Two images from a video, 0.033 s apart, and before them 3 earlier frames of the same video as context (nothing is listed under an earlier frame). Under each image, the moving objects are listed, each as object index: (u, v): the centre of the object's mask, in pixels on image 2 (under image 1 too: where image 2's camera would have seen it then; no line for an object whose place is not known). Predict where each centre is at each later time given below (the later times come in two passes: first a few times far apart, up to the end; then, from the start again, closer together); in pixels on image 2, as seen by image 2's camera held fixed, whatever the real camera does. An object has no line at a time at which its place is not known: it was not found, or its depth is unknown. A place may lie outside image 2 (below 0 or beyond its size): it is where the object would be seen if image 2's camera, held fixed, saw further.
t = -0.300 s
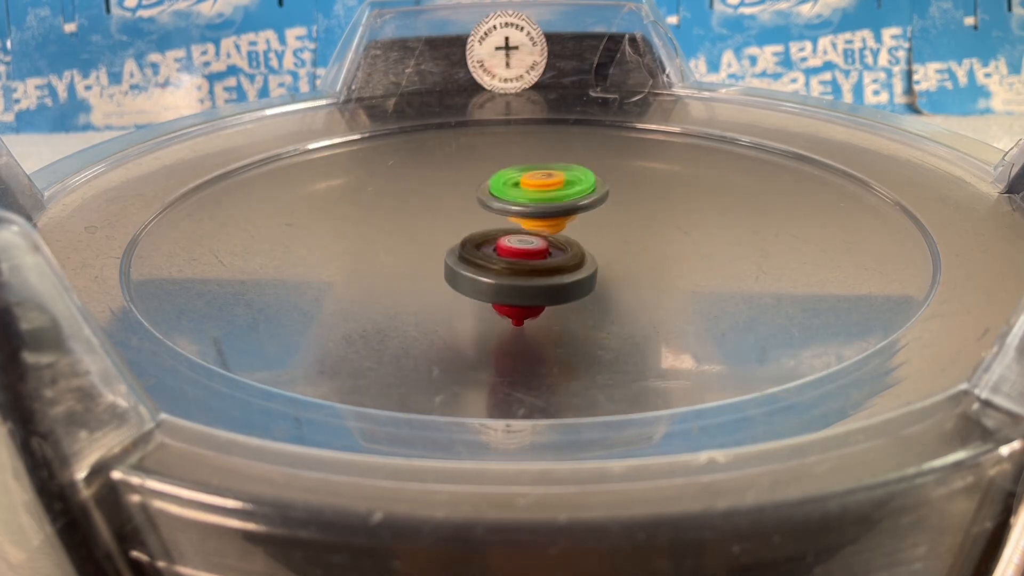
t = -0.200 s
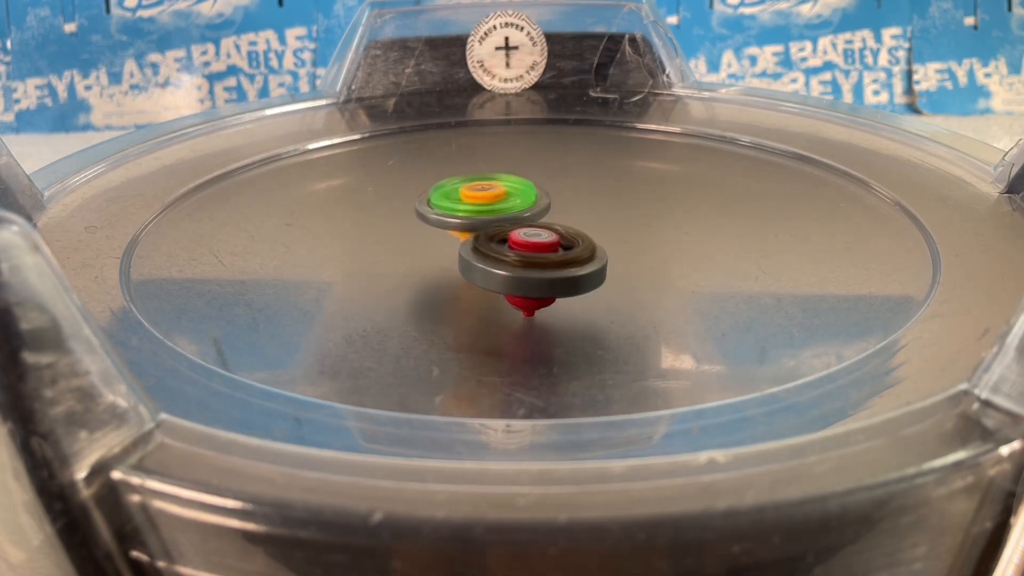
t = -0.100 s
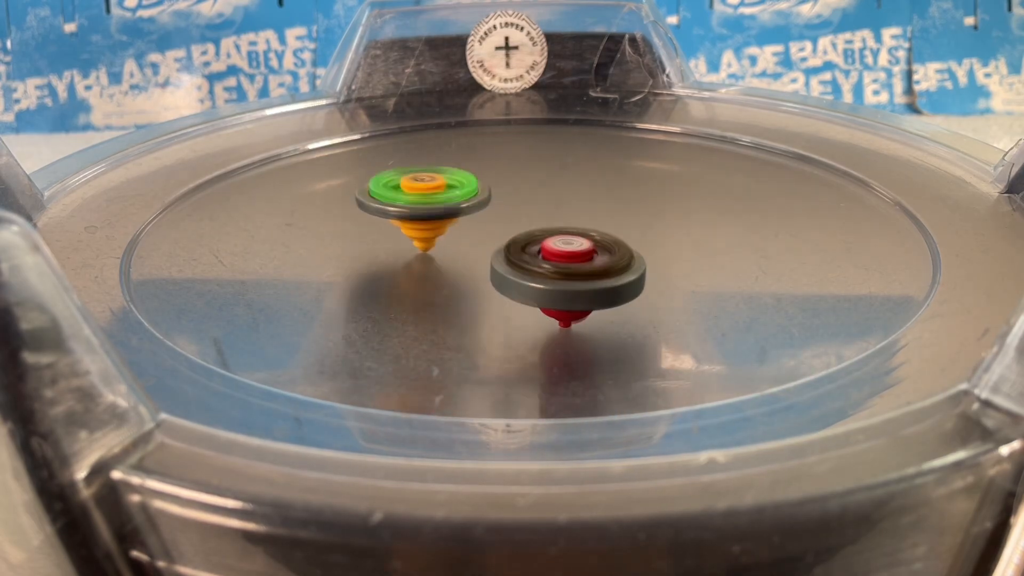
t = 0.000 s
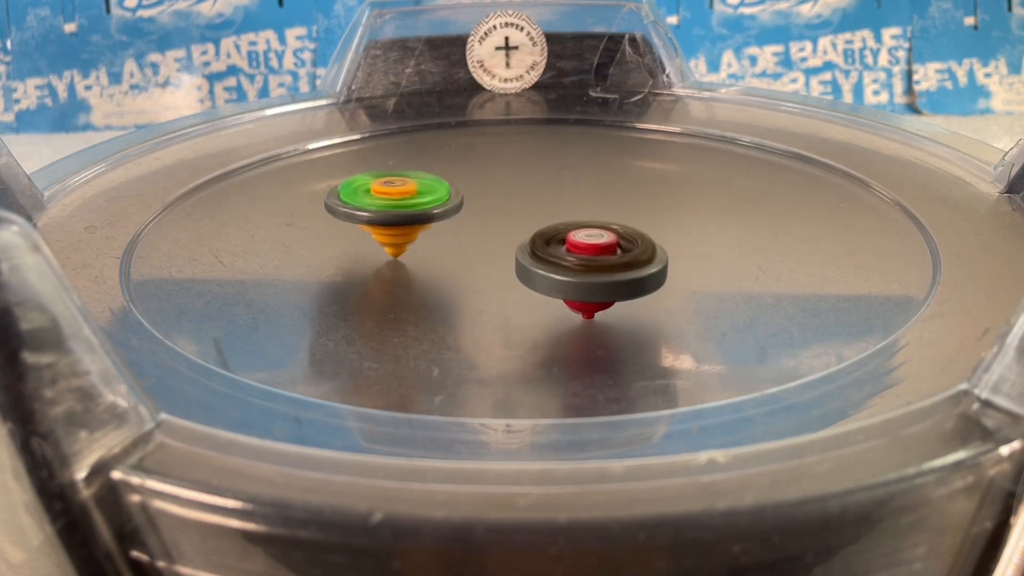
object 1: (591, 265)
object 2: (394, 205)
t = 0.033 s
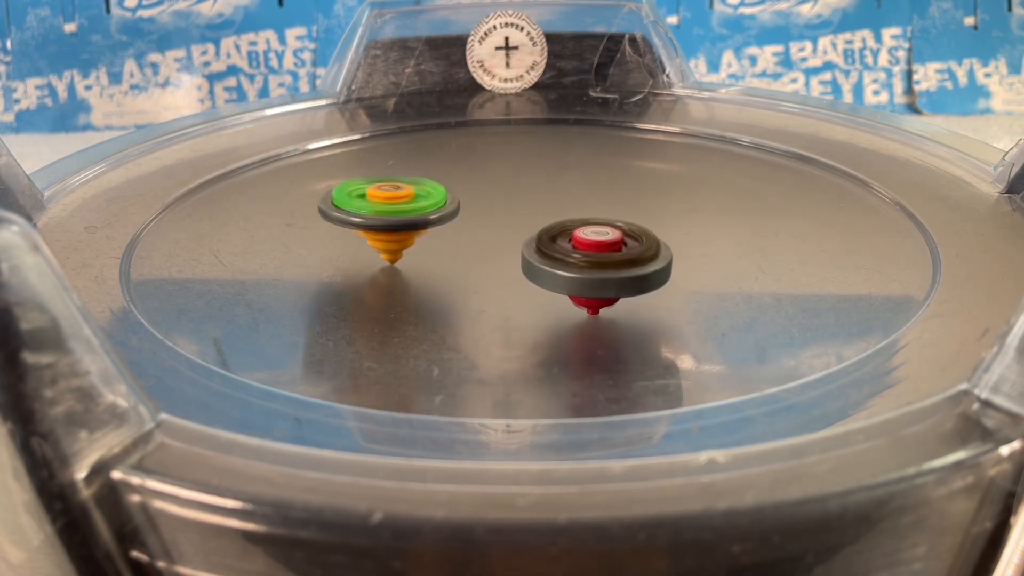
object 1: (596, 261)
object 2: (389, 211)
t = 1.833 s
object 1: (649, 137)
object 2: (512, 234)
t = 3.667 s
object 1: (714, 247)
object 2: (429, 231)
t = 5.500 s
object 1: (420, 242)
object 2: (562, 215)
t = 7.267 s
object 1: (652, 246)
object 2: (512, 228)
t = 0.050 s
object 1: (599, 259)
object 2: (388, 213)
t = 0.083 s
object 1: (603, 255)
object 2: (387, 219)
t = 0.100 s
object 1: (605, 253)
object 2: (388, 222)
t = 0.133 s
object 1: (607, 249)
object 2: (391, 230)
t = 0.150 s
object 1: (608, 247)
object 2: (393, 234)
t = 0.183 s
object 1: (609, 243)
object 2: (400, 241)
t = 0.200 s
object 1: (609, 241)
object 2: (406, 245)
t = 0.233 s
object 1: (608, 238)
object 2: (417, 252)
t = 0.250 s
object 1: (608, 236)
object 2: (425, 254)
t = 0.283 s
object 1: (606, 232)
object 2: (442, 258)
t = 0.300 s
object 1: (606, 230)
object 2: (450, 259)
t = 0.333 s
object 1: (603, 227)
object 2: (468, 261)
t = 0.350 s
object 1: (603, 225)
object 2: (477, 260)
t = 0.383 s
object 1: (602, 221)
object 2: (496, 260)
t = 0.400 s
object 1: (601, 218)
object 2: (504, 260)
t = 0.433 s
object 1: (600, 212)
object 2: (519, 257)
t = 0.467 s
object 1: (610, 199)
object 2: (502, 266)
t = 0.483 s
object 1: (620, 189)
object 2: (491, 272)
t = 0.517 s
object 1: (636, 168)
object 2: (469, 281)
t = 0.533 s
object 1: (639, 159)
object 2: (460, 283)
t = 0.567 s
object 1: (641, 144)
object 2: (448, 290)
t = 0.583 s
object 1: (639, 136)
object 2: (443, 293)
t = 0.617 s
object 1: (628, 124)
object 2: (441, 295)
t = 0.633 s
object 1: (622, 120)
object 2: (442, 296)
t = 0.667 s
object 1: (602, 113)
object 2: (451, 297)
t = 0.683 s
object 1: (591, 109)
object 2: (457, 297)
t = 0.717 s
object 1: (566, 105)
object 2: (472, 296)
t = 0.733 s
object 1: (552, 103)
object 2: (483, 294)
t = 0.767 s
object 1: (518, 101)
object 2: (504, 291)
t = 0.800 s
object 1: (485, 100)
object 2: (527, 288)
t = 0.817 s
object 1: (467, 101)
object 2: (539, 285)
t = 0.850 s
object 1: (434, 104)
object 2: (562, 279)
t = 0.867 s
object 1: (418, 107)
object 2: (572, 276)
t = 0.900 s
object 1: (388, 115)
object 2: (588, 270)
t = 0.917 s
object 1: (375, 120)
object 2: (593, 266)
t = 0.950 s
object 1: (351, 131)
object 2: (600, 259)
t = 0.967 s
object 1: (340, 138)
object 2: (602, 255)
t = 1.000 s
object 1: (322, 153)
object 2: (603, 250)
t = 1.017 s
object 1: (315, 162)
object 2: (602, 247)
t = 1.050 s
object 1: (307, 182)
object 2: (598, 241)
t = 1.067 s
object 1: (307, 191)
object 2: (595, 239)
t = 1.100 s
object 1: (315, 213)
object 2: (586, 235)
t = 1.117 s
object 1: (323, 224)
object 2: (580, 233)
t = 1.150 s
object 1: (349, 245)
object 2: (565, 228)
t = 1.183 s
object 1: (386, 263)
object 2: (550, 224)
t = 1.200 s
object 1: (409, 271)
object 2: (543, 223)
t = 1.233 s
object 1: (462, 284)
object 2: (529, 217)
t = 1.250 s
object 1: (492, 288)
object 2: (520, 214)
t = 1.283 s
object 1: (555, 292)
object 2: (502, 217)
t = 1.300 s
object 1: (588, 291)
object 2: (495, 221)
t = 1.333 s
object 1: (654, 286)
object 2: (481, 222)
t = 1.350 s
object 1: (685, 281)
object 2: (474, 224)
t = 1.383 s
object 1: (743, 268)
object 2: (460, 226)
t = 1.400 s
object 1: (770, 260)
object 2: (456, 226)
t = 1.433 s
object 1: (814, 242)
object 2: (451, 228)
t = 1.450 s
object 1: (833, 231)
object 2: (451, 230)
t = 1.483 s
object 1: (860, 210)
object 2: (451, 232)
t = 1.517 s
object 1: (875, 189)
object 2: (454, 234)
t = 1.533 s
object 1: (879, 178)
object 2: (457, 235)
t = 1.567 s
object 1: (876, 159)
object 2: (464, 236)
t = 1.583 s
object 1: (871, 151)
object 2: (467, 236)
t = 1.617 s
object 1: (847, 138)
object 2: (474, 237)
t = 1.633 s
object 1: (830, 134)
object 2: (477, 237)
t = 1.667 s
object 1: (798, 129)
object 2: (484, 237)
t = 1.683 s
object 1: (781, 127)
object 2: (487, 237)
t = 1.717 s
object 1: (749, 125)
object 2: (493, 237)
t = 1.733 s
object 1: (734, 126)
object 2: (495, 236)
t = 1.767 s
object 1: (704, 128)
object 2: (501, 235)
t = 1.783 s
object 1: (690, 129)
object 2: (504, 235)
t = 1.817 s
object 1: (662, 133)
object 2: (509, 234)
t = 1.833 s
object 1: (649, 137)
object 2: (512, 234)
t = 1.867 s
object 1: (625, 144)
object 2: (516, 233)
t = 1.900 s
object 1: (603, 150)
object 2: (521, 231)
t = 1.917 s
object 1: (592, 153)
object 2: (523, 231)
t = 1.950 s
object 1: (573, 160)
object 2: (528, 229)
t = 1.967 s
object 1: (565, 162)
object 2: (530, 229)
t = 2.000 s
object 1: (549, 167)
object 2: (533, 228)
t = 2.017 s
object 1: (542, 168)
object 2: (535, 227)
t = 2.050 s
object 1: (526, 172)
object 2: (537, 228)
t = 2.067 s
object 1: (518, 173)
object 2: (539, 231)
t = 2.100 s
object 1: (503, 177)
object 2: (539, 238)
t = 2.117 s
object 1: (495, 180)
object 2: (539, 241)
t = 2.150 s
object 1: (480, 186)
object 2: (541, 245)
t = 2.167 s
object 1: (472, 189)
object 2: (543, 245)
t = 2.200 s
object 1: (458, 199)
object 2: (550, 245)
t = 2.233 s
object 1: (446, 208)
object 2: (557, 244)
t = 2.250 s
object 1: (441, 212)
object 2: (562, 243)
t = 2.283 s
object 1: (432, 222)
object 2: (572, 240)
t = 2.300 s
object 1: (429, 227)
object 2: (577, 238)
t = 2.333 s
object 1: (425, 237)
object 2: (585, 233)
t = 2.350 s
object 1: (424, 242)
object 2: (588, 230)
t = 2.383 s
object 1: (425, 251)
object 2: (591, 225)
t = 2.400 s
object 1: (427, 256)
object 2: (590, 224)
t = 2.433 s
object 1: (434, 264)
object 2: (586, 220)
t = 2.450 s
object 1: (438, 268)
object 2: (584, 218)
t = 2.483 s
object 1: (449, 275)
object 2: (578, 217)
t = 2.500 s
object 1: (455, 277)
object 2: (575, 216)
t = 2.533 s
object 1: (468, 282)
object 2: (569, 216)
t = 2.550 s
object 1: (474, 284)
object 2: (566, 216)
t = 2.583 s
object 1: (484, 286)
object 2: (559, 215)
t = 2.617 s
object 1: (496, 289)
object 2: (553, 214)
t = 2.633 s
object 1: (502, 289)
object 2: (550, 215)
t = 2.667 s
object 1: (513, 291)
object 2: (545, 215)
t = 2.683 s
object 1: (519, 291)
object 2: (543, 216)
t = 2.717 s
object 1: (531, 292)
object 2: (539, 218)
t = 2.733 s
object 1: (536, 292)
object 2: (537, 219)
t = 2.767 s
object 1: (548, 293)
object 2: (533, 221)
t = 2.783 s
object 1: (553, 292)
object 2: (532, 221)
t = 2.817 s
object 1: (563, 292)
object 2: (530, 223)
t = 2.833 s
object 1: (568, 292)
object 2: (529, 223)
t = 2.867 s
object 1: (577, 291)
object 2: (528, 225)
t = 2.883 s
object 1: (582, 290)
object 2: (527, 226)
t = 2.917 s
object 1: (591, 289)
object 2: (526, 227)
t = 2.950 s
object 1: (599, 288)
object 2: (526, 229)
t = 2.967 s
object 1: (603, 287)
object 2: (526, 229)
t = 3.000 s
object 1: (609, 285)
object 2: (526, 230)
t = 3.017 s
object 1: (612, 284)
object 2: (527, 231)
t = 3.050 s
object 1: (617, 282)
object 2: (528, 232)
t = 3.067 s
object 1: (619, 280)
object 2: (528, 232)
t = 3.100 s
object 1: (623, 278)
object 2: (529, 233)
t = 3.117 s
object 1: (634, 280)
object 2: (526, 231)
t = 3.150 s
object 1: (667, 288)
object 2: (507, 215)
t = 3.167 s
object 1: (682, 290)
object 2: (500, 208)
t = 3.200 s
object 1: (705, 293)
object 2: (487, 196)
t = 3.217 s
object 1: (714, 293)
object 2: (481, 191)
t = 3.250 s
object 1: (725, 291)
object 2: (470, 183)
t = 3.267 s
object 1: (730, 289)
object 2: (464, 179)
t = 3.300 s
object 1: (738, 286)
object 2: (455, 175)
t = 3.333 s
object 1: (744, 282)
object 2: (448, 174)
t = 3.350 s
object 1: (745, 280)
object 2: (444, 174)
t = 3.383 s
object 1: (748, 276)
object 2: (438, 176)
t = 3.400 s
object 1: (748, 274)
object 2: (436, 178)
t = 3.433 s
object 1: (748, 270)
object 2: (431, 183)
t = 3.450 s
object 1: (747, 268)
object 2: (429, 185)
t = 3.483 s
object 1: (744, 264)
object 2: (424, 191)
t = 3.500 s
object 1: (743, 263)
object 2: (422, 195)
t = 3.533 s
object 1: (739, 259)
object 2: (418, 202)
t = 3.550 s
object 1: (736, 257)
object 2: (416, 206)
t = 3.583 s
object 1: (731, 254)
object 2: (414, 214)
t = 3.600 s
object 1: (728, 253)
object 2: (415, 218)
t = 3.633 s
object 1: (722, 250)
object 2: (421, 225)
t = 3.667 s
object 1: (714, 247)
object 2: (429, 231)
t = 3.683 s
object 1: (711, 246)
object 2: (434, 234)
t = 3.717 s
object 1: (702, 243)
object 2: (446, 238)
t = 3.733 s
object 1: (698, 242)
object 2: (452, 239)
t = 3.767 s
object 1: (689, 240)
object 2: (465, 241)
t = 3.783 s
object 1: (683, 238)
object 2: (472, 242)
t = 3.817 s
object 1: (674, 236)
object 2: (485, 242)
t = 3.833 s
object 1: (669, 235)
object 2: (491, 242)
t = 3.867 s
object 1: (658, 233)
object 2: (503, 242)
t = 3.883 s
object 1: (653, 232)
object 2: (509, 242)
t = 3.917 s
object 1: (653, 228)
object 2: (505, 242)
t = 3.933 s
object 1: (651, 226)
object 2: (503, 241)
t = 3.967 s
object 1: (643, 223)
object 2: (505, 239)
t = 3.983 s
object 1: (644, 220)
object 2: (500, 238)
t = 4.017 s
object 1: (651, 214)
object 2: (486, 236)
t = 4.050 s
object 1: (650, 208)
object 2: (478, 234)
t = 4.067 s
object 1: (647, 206)
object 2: (477, 233)
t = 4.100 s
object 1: (635, 201)
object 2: (476, 231)
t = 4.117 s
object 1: (628, 199)
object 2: (477, 230)
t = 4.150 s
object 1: (613, 196)
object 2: (482, 228)
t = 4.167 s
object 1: (605, 195)
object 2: (486, 227)
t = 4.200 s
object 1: (593, 192)
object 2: (495, 228)
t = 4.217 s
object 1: (588, 190)
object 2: (496, 229)
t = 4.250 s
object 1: (579, 185)
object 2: (493, 235)
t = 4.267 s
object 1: (573, 183)
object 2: (494, 237)
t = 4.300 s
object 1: (561, 179)
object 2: (496, 240)
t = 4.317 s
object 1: (555, 178)
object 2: (498, 241)
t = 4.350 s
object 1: (543, 177)
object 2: (502, 243)
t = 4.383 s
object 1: (532, 176)
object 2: (506, 244)
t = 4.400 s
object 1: (527, 176)
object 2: (508, 245)
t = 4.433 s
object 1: (517, 176)
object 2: (513, 245)
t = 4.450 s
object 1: (512, 176)
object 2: (516, 245)
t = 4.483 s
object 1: (503, 177)
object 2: (521, 245)
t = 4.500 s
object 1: (498, 178)
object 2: (523, 245)
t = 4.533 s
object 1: (490, 178)
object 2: (527, 244)
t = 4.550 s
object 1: (486, 179)
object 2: (529, 244)
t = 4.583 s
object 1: (478, 181)
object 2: (533, 243)
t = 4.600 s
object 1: (474, 181)
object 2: (534, 242)
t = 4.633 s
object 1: (467, 183)
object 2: (537, 241)
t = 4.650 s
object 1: (463, 184)
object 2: (538, 240)
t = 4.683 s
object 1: (457, 186)
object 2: (540, 239)
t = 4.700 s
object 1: (454, 188)
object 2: (541, 238)
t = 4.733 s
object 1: (450, 190)
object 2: (542, 237)
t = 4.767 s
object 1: (445, 193)
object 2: (542, 237)
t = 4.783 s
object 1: (443, 194)
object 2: (542, 236)
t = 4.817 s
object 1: (439, 196)
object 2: (542, 236)
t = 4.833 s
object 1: (438, 198)
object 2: (541, 235)
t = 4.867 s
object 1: (434, 201)
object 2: (540, 235)
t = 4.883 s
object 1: (433, 202)
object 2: (540, 235)
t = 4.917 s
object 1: (424, 200)
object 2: (552, 238)
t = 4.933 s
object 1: (417, 198)
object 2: (562, 241)
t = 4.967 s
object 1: (408, 196)
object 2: (578, 245)
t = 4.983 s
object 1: (405, 197)
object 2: (585, 246)
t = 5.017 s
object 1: (401, 199)
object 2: (597, 246)
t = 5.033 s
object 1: (399, 200)
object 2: (602, 245)
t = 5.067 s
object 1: (397, 203)
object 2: (612, 243)
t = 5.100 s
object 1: (396, 205)
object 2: (620, 239)
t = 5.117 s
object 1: (395, 207)
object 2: (623, 237)
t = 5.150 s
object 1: (395, 210)
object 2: (627, 231)
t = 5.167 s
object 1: (395, 211)
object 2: (628, 228)
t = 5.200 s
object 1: (397, 215)
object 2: (626, 221)
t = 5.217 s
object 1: (397, 216)
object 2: (623, 219)
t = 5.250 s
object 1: (400, 220)
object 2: (615, 214)
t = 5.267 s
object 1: (401, 221)
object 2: (609, 212)
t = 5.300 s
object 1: (405, 224)
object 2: (596, 210)
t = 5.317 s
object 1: (406, 225)
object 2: (588, 209)
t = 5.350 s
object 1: (411, 229)
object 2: (574, 210)
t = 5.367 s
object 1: (413, 230)
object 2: (568, 211)
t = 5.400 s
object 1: (419, 233)
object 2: (557, 213)
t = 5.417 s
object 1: (420, 234)
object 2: (553, 214)
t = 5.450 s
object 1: (415, 237)
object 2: (557, 214)
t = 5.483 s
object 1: (418, 240)
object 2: (561, 215)
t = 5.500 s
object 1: (420, 242)
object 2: (562, 215)
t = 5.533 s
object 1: (425, 244)
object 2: (564, 217)
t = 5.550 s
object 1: (428, 246)
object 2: (564, 217)
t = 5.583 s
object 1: (436, 248)
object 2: (565, 219)
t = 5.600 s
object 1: (436, 250)
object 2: (566, 219)
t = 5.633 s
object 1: (404, 254)
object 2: (598, 213)
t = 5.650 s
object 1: (392, 257)
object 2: (611, 210)
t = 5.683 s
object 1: (375, 261)
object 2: (632, 204)
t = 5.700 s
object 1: (372, 263)
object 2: (639, 202)
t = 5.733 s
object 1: (371, 267)
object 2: (648, 198)
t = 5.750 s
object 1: (374, 269)
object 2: (650, 197)
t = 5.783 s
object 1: (381, 273)
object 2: (649, 193)
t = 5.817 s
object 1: (390, 276)
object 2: (642, 190)
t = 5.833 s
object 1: (395, 278)
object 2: (637, 189)
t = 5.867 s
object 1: (405, 281)
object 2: (624, 187)
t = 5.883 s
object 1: (410, 282)
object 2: (616, 186)
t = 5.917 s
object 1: (422, 284)
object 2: (599, 186)
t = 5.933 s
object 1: (428, 285)
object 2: (590, 187)
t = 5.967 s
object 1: (441, 286)
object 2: (574, 189)
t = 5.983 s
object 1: (447, 286)
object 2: (566, 191)
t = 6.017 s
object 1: (460, 287)
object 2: (551, 194)
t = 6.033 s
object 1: (466, 287)
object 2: (544, 196)
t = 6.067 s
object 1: (479, 287)
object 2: (532, 200)
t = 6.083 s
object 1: (486, 287)
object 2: (527, 201)
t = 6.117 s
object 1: (497, 287)
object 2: (518, 204)
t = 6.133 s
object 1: (503, 286)
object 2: (515, 205)
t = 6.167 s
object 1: (514, 285)
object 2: (513, 209)
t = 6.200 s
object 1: (524, 284)
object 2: (514, 214)
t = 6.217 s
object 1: (529, 284)
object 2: (515, 216)
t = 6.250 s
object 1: (538, 285)
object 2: (520, 221)
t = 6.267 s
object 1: (543, 287)
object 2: (524, 221)
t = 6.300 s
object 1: (552, 288)
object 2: (534, 222)
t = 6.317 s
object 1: (557, 287)
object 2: (540, 222)
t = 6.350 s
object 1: (566, 287)
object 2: (554, 223)
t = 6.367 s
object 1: (571, 288)
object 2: (562, 222)
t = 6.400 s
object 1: (579, 289)
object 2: (577, 219)
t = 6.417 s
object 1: (583, 288)
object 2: (583, 218)
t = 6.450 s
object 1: (592, 287)
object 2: (592, 215)
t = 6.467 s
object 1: (596, 285)
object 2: (596, 213)
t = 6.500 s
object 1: (604, 283)
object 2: (600, 211)
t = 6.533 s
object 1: (611, 281)
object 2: (602, 211)
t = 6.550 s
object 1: (614, 281)
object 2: (601, 211)
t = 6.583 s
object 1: (620, 278)
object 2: (598, 211)
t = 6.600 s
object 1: (623, 277)
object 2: (595, 212)
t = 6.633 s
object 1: (628, 275)
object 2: (588, 213)
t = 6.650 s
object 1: (630, 274)
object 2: (583, 214)
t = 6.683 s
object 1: (638, 276)
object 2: (573, 214)
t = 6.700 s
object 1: (641, 277)
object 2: (568, 213)
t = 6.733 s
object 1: (646, 278)
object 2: (558, 211)
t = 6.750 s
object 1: (648, 277)
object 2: (553, 209)
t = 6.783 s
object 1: (652, 275)
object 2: (544, 206)
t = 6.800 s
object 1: (654, 274)
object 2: (540, 206)
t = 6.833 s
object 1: (656, 272)
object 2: (534, 205)
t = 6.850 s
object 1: (657, 271)
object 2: (532, 205)
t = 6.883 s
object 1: (659, 269)
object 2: (529, 206)
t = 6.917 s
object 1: (660, 266)
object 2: (528, 209)
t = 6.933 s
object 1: (660, 265)
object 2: (529, 210)
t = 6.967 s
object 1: (660, 263)
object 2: (531, 214)
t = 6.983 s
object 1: (659, 262)
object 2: (533, 217)
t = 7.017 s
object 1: (658, 260)
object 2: (536, 221)
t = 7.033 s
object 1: (657, 259)
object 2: (537, 223)
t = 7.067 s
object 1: (660, 257)
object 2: (535, 226)
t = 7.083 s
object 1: (662, 257)
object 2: (532, 226)
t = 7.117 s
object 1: (663, 255)
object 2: (525, 227)
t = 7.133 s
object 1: (662, 254)
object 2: (522, 227)
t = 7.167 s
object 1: (661, 252)
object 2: (517, 227)
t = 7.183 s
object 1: (660, 251)
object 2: (515, 228)
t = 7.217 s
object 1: (657, 249)
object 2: (513, 228)
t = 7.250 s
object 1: (654, 247)
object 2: (512, 228)
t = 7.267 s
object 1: (652, 246)
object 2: (512, 228)
